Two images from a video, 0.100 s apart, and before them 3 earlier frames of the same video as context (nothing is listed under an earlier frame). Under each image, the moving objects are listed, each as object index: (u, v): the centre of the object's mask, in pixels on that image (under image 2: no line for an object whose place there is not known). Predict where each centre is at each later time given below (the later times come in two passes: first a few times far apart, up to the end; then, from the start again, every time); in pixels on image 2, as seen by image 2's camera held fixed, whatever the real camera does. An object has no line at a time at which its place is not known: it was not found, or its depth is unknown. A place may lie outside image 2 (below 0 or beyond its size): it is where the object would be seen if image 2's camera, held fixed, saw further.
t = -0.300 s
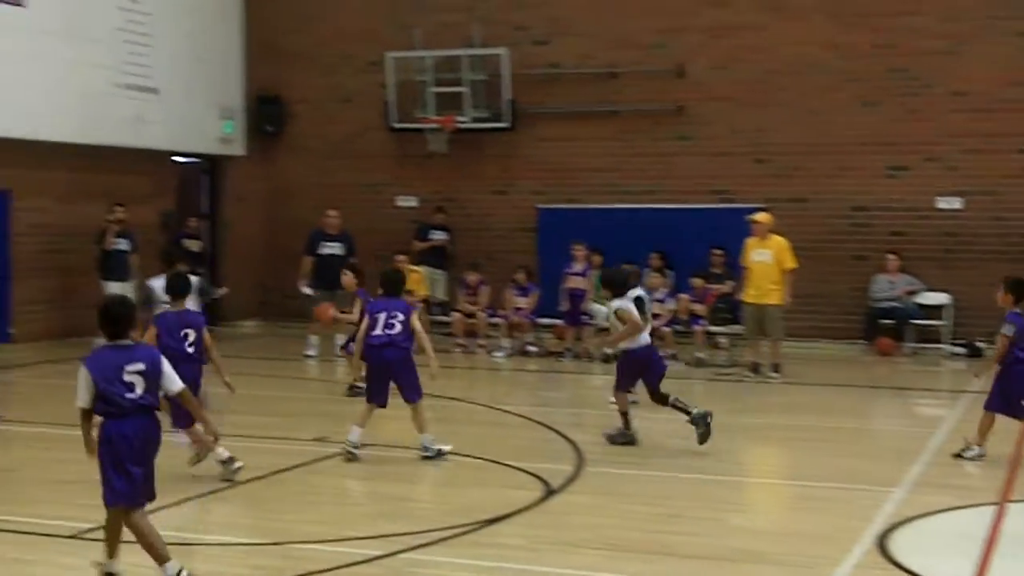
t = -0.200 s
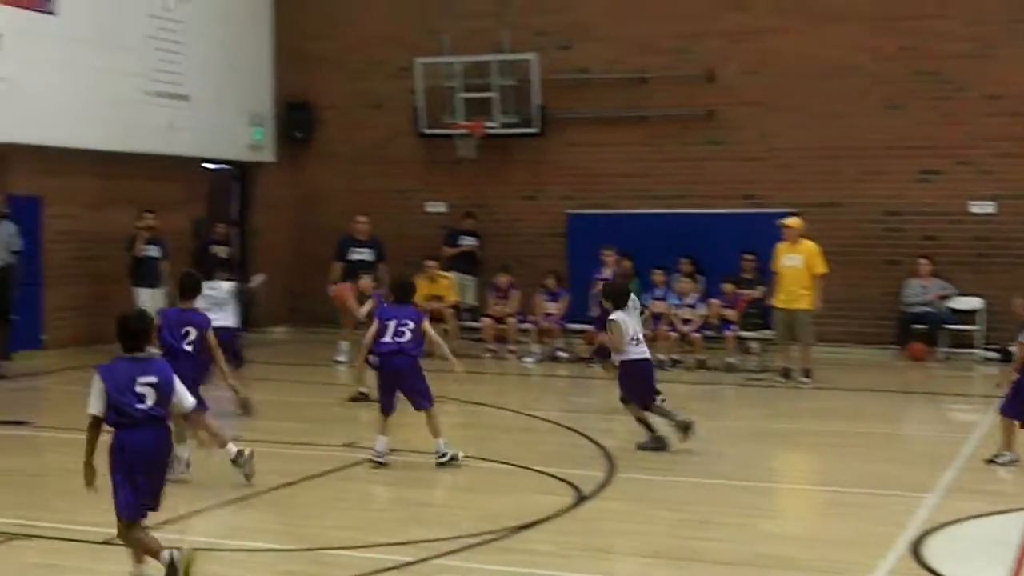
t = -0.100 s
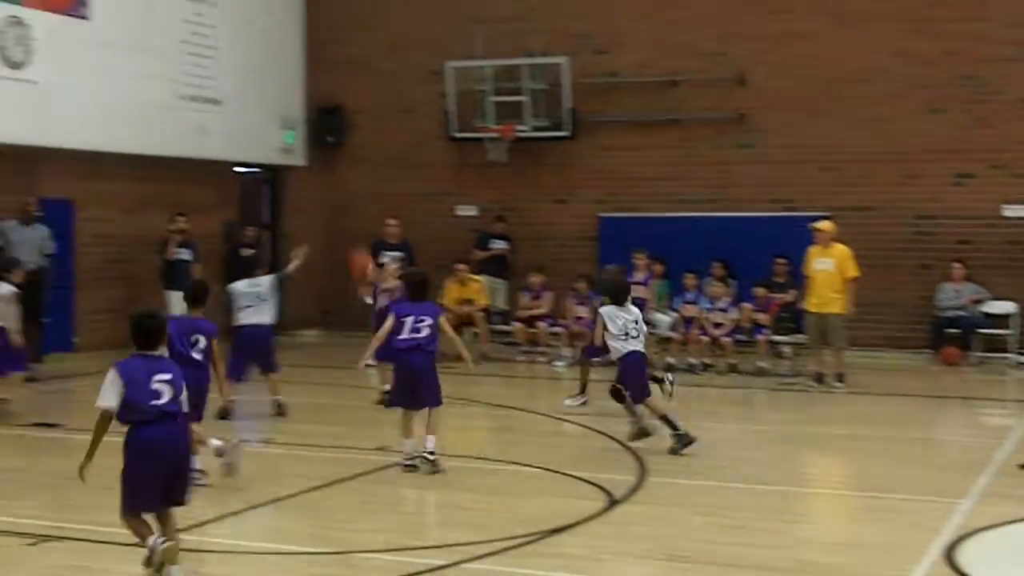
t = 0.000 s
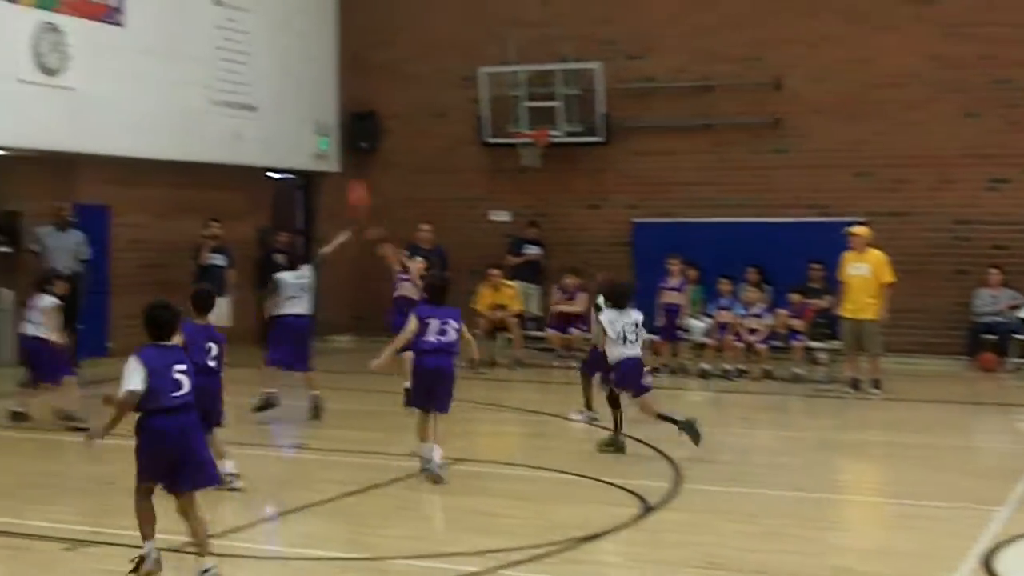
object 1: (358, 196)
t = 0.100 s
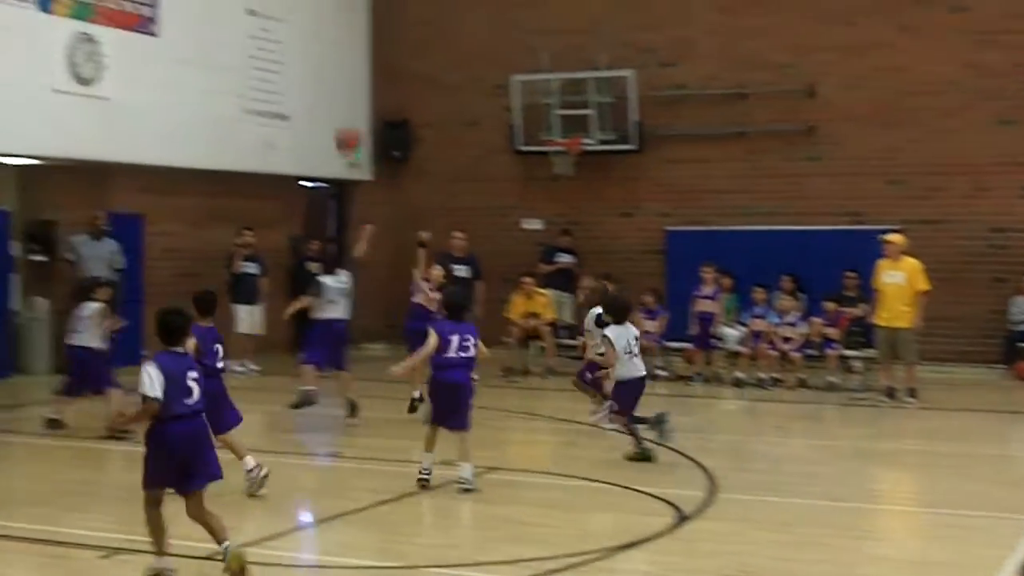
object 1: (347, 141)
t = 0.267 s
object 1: (275, 49)
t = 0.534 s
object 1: (145, -38)
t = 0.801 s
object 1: (6, -42)
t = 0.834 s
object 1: (-12, -36)
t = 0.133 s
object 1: (334, 120)
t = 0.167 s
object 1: (319, 101)
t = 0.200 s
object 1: (305, 82)
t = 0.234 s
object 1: (290, 65)
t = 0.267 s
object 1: (275, 49)
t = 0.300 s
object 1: (260, 34)
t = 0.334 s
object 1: (245, 21)
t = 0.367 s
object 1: (229, 7)
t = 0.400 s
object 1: (211, -4)
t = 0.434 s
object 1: (196, -14)
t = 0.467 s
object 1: (179, -23)
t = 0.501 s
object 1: (162, -31)
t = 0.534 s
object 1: (145, -38)
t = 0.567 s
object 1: (128, -43)
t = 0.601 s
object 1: (113, -47)
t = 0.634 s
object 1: (94, -50)
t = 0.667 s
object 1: (78, -51)
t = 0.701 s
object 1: (61, -51)
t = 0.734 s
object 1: (44, -49)
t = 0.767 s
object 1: (24, -47)
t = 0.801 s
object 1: (6, -42)
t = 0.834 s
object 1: (-12, -36)
